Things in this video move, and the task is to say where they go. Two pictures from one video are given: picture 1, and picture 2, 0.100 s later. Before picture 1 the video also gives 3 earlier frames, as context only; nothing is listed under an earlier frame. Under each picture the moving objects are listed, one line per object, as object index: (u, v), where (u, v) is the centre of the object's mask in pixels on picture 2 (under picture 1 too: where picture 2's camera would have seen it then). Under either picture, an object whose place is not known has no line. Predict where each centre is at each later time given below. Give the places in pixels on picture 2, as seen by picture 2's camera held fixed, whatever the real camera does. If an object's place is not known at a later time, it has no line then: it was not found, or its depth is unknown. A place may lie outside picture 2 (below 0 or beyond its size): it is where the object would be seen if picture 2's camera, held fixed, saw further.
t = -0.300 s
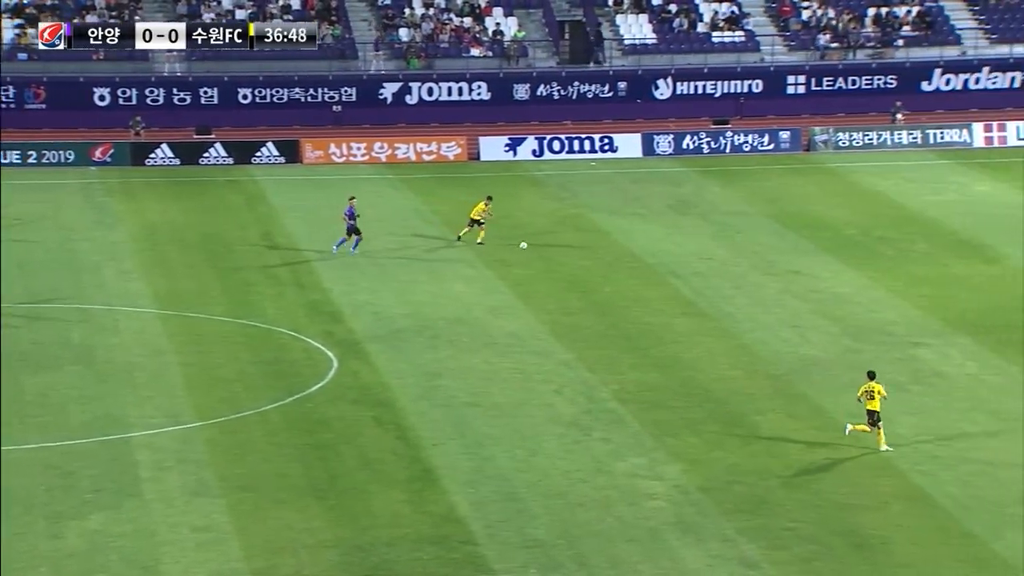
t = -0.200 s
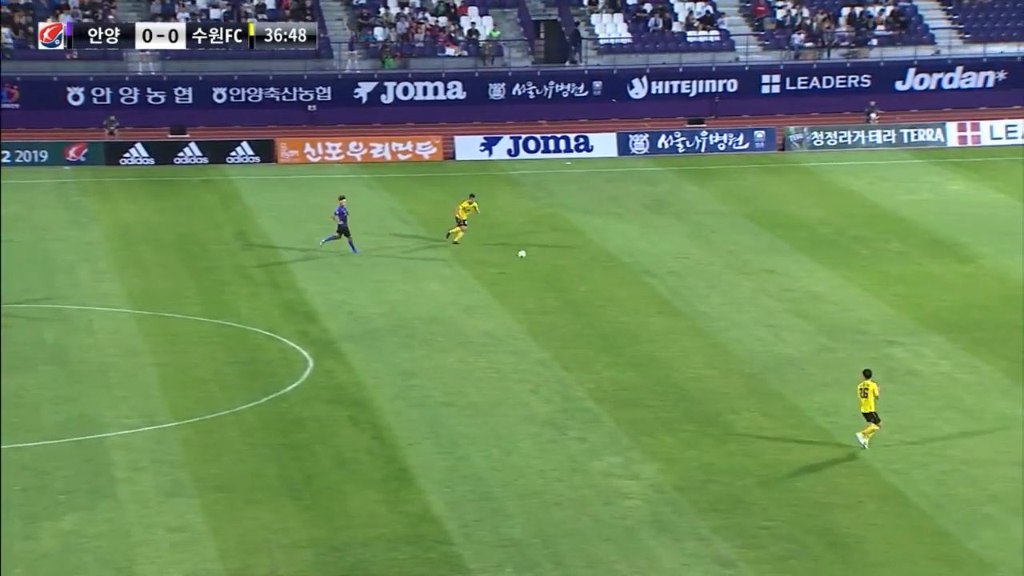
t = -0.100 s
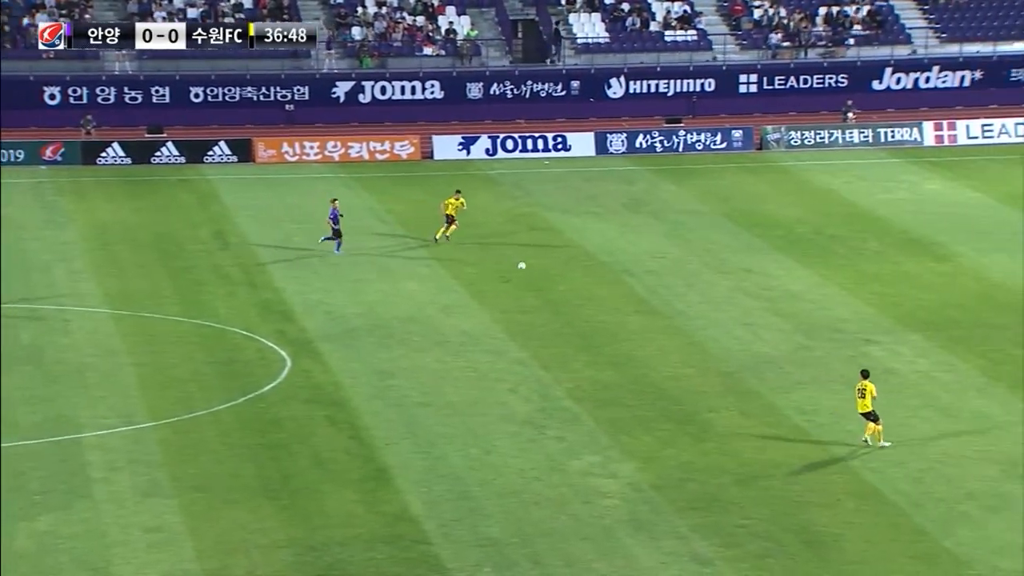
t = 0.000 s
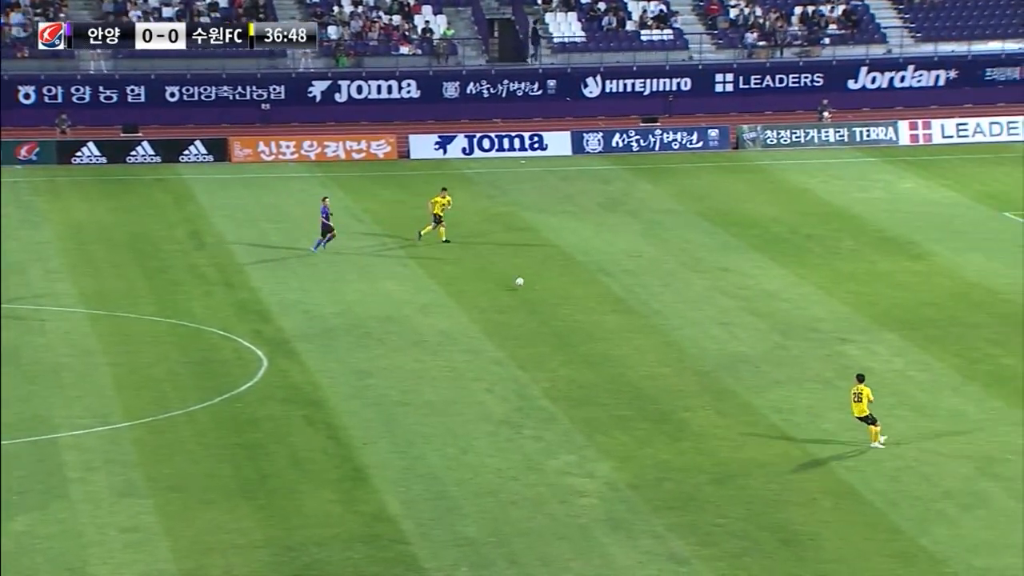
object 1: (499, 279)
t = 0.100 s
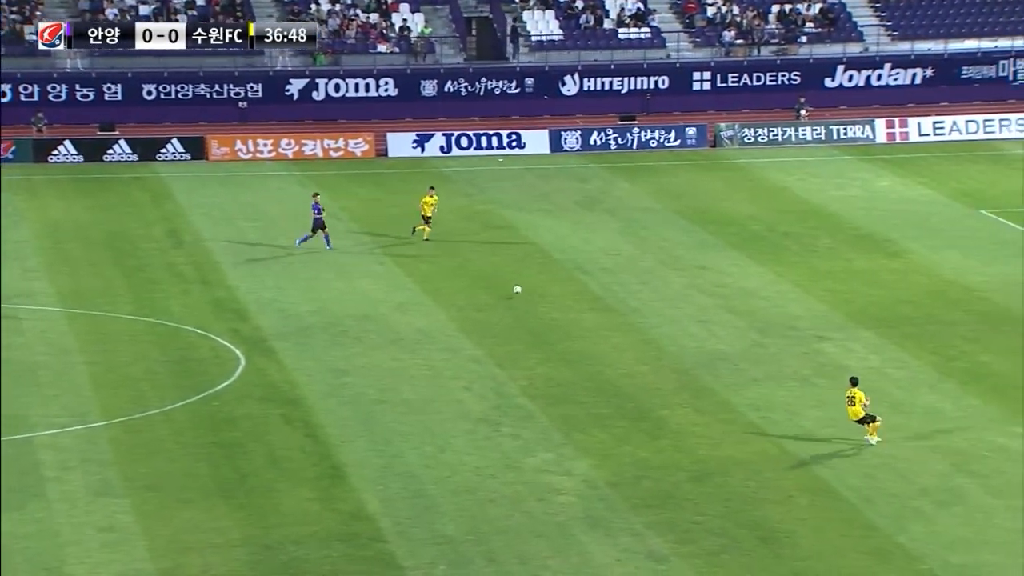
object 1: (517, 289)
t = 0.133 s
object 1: (523, 290)
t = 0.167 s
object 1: (528, 292)
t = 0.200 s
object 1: (534, 295)
